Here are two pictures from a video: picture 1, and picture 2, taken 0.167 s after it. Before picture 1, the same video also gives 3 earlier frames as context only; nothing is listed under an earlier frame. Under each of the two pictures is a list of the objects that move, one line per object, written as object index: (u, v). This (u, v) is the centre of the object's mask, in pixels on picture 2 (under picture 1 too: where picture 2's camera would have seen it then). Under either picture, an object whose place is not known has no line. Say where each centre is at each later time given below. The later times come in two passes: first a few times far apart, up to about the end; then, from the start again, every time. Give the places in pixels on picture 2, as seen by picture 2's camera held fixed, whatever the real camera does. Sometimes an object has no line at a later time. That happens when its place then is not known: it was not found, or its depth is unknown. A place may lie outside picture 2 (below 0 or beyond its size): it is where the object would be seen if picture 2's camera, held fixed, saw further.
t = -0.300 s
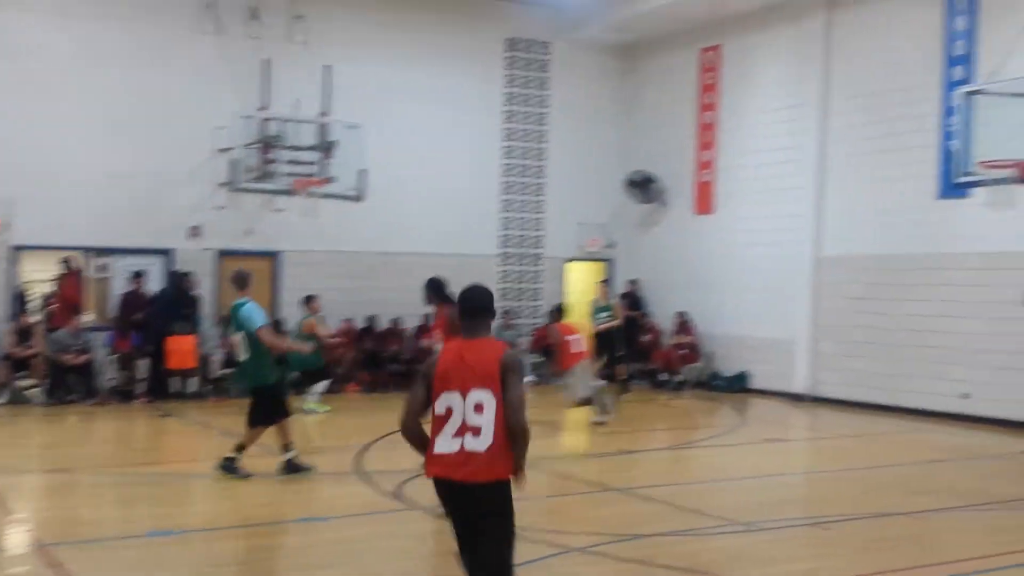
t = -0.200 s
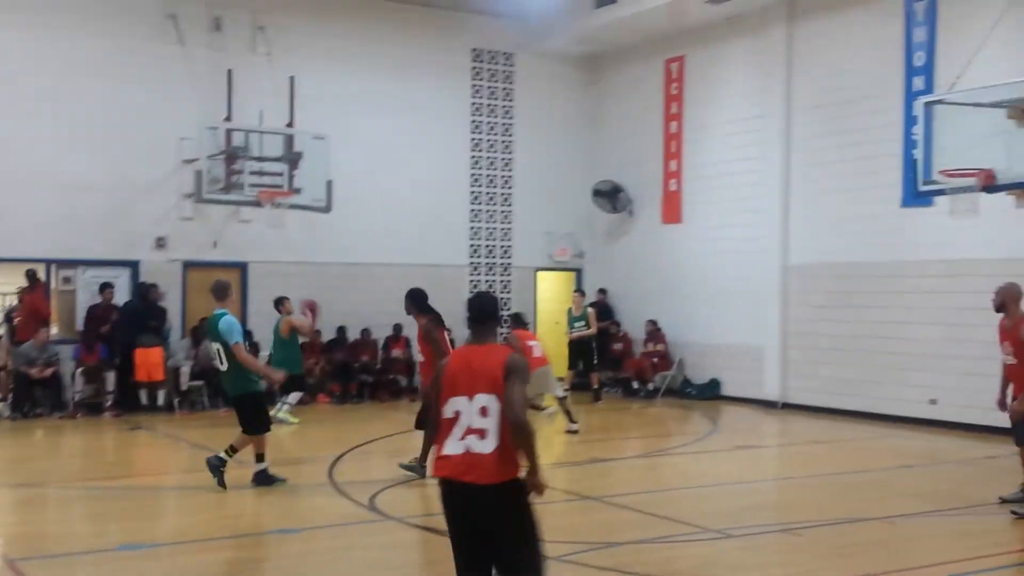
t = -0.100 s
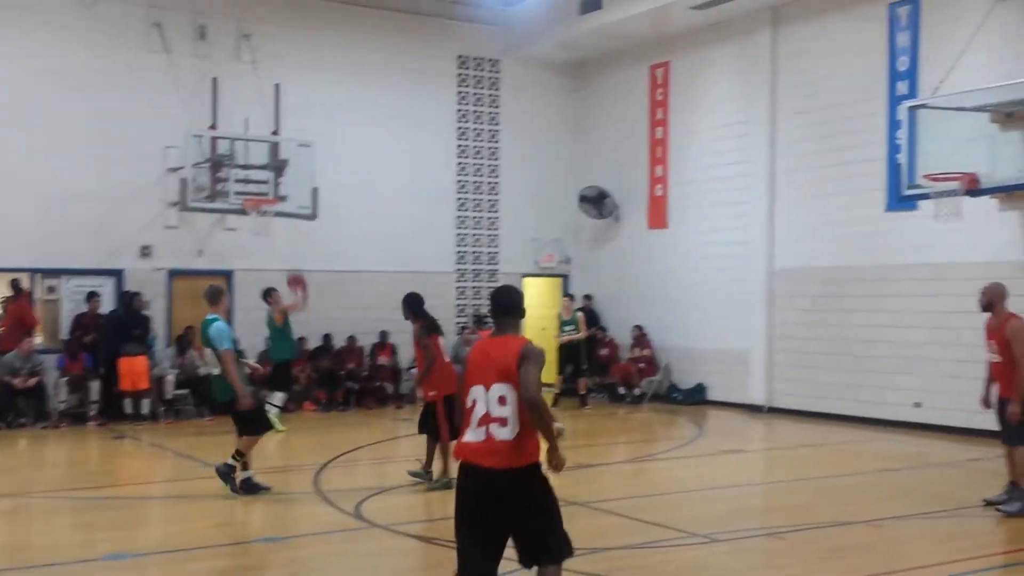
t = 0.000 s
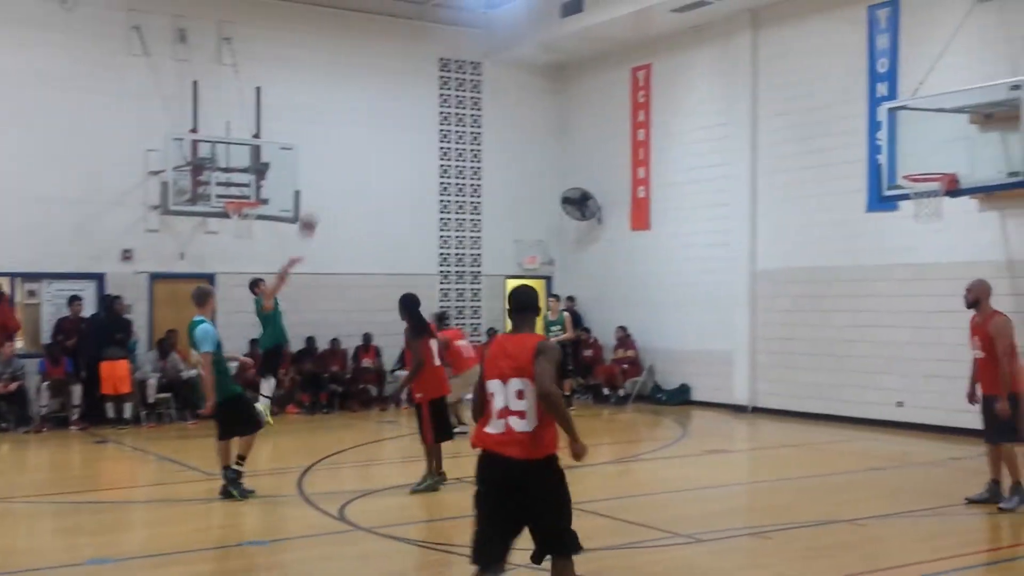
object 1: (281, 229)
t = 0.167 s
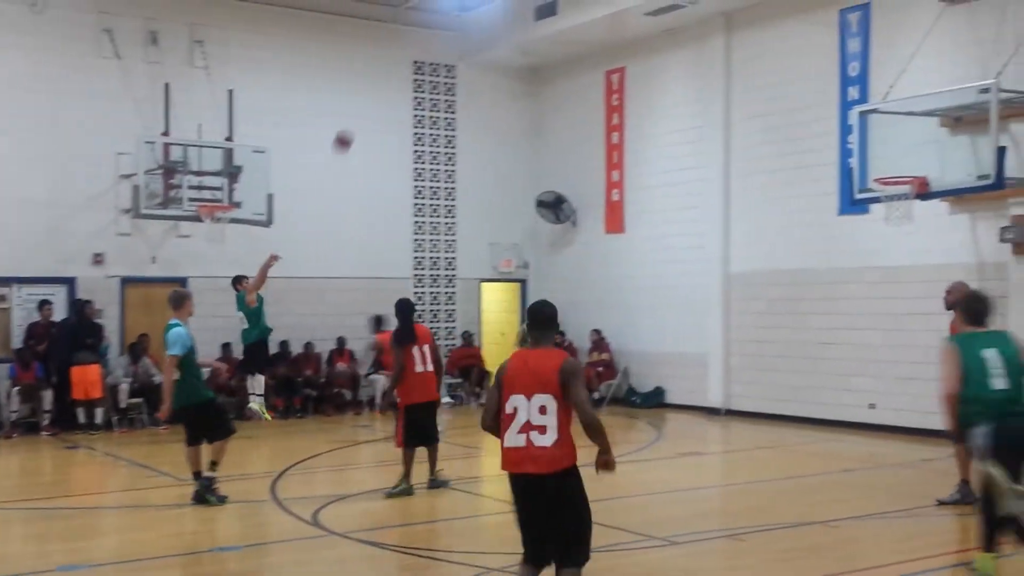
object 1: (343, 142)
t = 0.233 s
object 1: (368, 112)
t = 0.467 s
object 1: (459, 32)
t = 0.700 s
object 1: (556, -8)
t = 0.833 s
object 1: (615, -11)
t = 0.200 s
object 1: (355, 126)
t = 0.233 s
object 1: (368, 112)
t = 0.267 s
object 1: (381, 98)
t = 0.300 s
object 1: (394, 85)
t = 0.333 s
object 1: (406, 72)
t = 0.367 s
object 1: (419, 62)
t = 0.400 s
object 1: (432, 51)
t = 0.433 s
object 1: (445, 42)
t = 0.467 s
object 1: (459, 32)
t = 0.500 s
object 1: (471, 25)
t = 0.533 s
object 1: (486, 16)
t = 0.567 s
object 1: (500, 10)
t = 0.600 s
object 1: (514, 4)
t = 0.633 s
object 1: (526, -2)
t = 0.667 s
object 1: (541, -6)
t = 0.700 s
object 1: (556, -8)
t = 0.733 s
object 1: (570, -10)
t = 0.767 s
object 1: (583, -11)
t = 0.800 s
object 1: (599, -12)
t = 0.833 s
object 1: (615, -11)
